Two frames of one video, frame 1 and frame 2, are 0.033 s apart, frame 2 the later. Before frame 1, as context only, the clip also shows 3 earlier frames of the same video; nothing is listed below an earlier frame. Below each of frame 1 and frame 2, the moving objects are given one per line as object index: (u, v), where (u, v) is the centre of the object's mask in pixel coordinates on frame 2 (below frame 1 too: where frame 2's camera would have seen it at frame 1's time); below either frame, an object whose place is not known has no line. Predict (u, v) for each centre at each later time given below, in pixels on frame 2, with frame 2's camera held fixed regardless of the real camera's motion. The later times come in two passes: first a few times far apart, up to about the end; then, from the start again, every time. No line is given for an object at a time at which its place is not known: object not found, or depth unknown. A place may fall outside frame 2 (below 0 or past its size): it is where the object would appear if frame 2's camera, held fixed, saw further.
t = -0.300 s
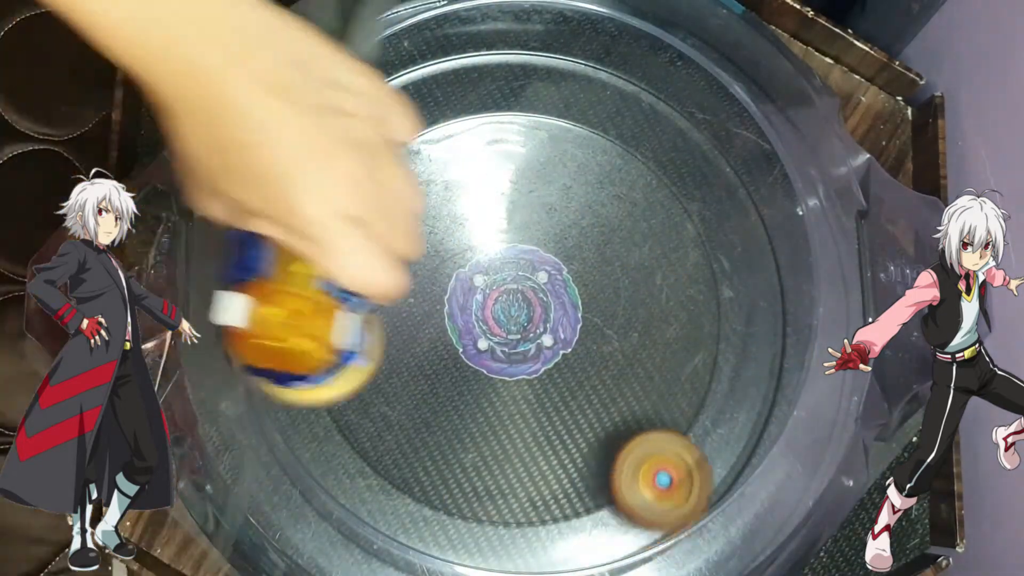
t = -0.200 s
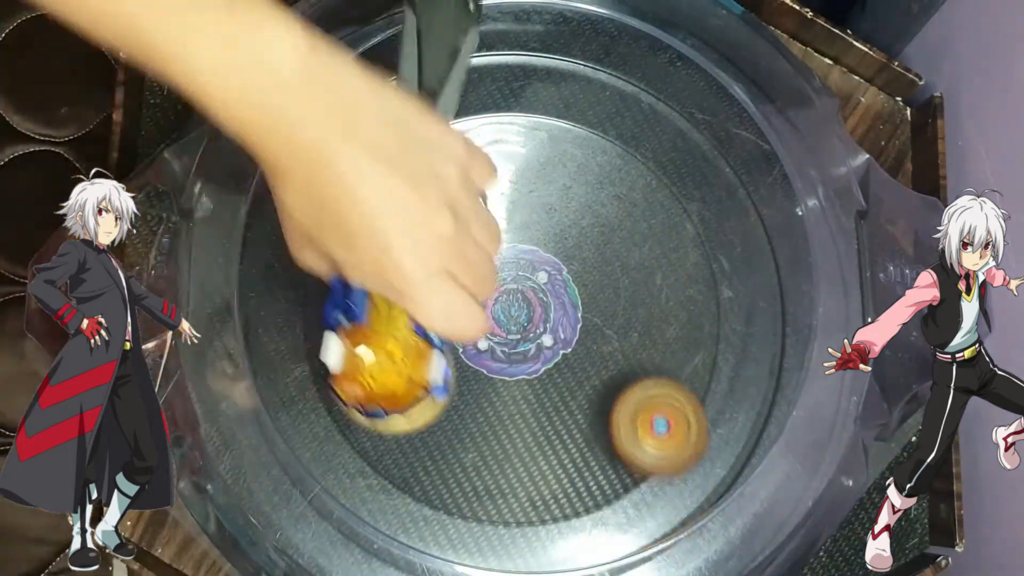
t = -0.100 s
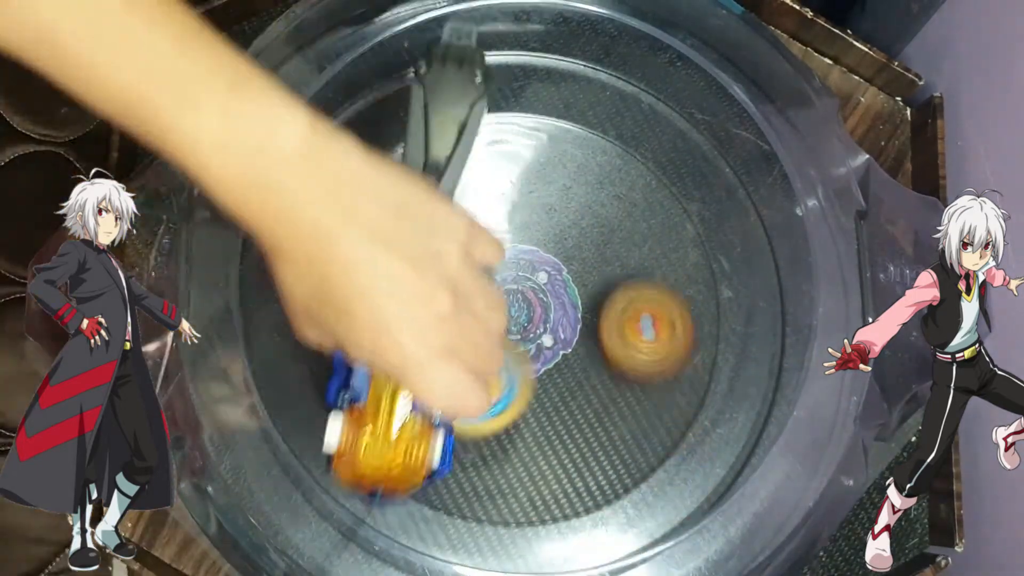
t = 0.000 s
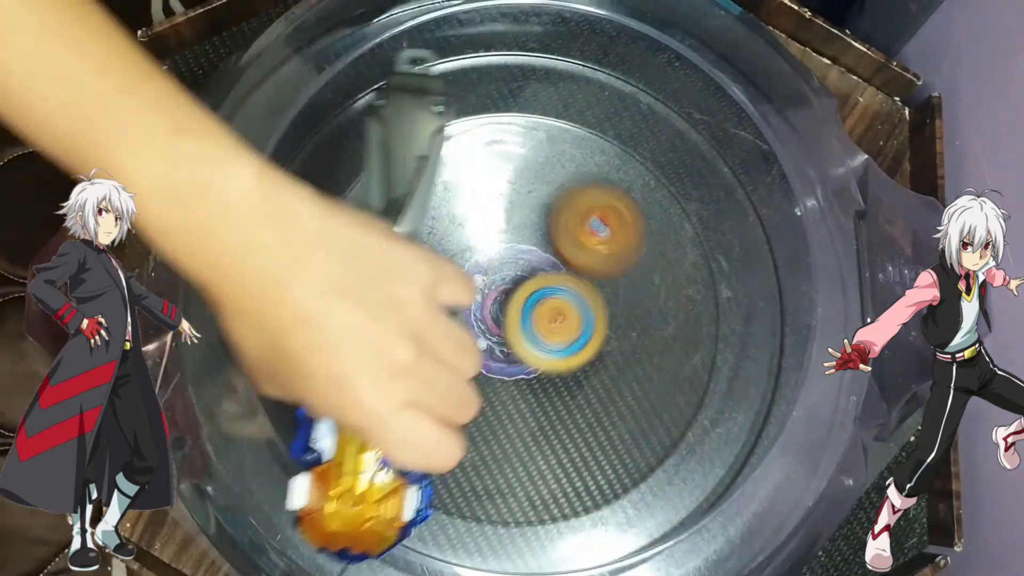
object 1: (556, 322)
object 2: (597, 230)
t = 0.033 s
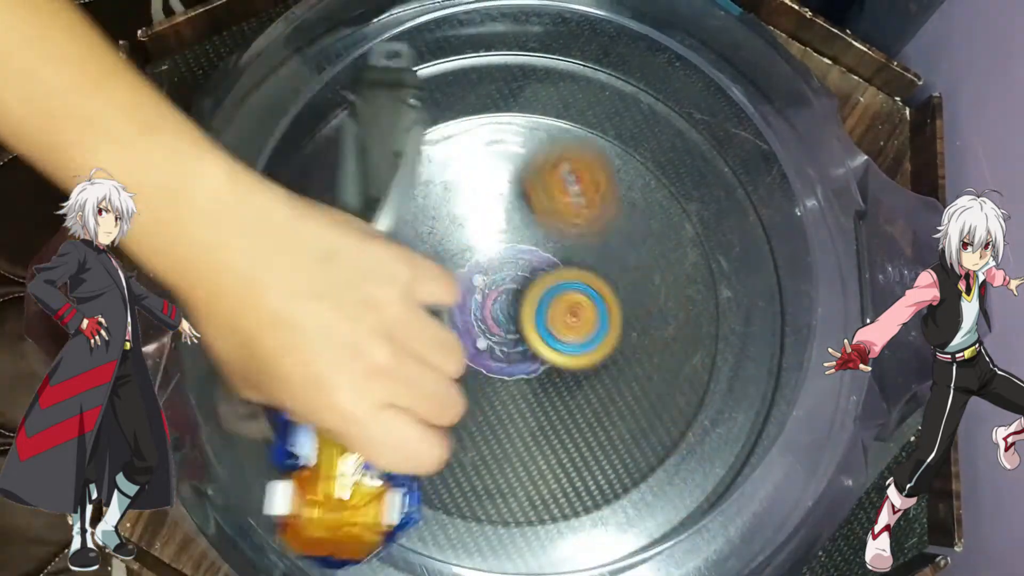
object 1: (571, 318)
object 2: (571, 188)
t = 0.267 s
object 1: (522, 387)
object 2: (348, 83)
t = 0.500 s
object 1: (427, 266)
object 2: (251, 304)
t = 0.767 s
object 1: (646, 224)
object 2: (324, 455)
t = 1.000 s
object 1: (644, 472)
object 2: (434, 507)
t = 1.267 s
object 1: (626, 515)
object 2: (259, 456)
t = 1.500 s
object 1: (687, 512)
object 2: (328, 423)
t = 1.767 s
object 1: (685, 478)
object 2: (445, 400)
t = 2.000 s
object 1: (715, 467)
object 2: (545, 286)
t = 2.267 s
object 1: (730, 418)
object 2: (434, 218)
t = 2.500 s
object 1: (717, 381)
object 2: (431, 316)
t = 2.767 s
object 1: (568, 401)
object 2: (485, 275)
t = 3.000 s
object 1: (420, 362)
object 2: (518, 217)
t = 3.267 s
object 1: (421, 298)
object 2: (587, 93)
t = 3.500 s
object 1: (535, 332)
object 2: (662, 84)
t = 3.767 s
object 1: (541, 343)
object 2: (738, 104)
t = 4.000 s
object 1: (443, 320)
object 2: (771, 153)
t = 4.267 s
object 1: (546, 255)
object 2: (782, 226)
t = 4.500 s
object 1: (567, 384)
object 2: (742, 289)
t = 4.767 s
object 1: (453, 313)
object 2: (640, 317)
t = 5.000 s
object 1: (471, 227)
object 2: (575, 326)
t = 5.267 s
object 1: (559, 274)
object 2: (511, 367)
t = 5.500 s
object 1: (530, 293)
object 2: (487, 483)
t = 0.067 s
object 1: (581, 330)
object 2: (538, 125)
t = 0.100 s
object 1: (585, 342)
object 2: (502, 76)
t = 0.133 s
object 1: (583, 355)
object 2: (466, 45)
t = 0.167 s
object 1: (575, 367)
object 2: (427, 30)
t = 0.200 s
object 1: (562, 377)
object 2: (399, 43)
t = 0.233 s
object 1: (543, 384)
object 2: (373, 63)
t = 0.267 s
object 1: (522, 387)
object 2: (348, 83)
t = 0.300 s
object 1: (499, 383)
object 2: (325, 109)
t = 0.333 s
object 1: (476, 374)
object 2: (306, 143)
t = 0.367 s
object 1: (455, 357)
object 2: (290, 182)
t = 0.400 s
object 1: (438, 337)
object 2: (278, 216)
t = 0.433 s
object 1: (428, 313)
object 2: (267, 249)
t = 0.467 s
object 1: (426, 288)
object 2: (257, 279)
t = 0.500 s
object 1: (427, 266)
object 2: (251, 304)
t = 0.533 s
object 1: (440, 237)
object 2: (247, 333)
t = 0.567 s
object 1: (459, 216)
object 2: (253, 356)
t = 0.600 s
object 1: (485, 197)
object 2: (262, 376)
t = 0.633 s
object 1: (516, 188)
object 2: (272, 395)
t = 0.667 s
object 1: (551, 185)
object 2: (283, 413)
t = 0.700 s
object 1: (584, 189)
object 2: (297, 429)
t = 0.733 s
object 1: (618, 203)
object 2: (311, 442)
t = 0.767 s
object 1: (646, 224)
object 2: (324, 455)
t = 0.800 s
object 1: (670, 253)
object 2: (338, 467)
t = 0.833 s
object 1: (687, 288)
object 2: (359, 472)
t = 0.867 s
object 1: (697, 326)
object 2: (373, 482)
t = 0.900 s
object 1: (697, 366)
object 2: (388, 490)
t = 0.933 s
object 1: (689, 405)
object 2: (402, 496)
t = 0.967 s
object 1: (671, 439)
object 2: (418, 503)
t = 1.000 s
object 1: (644, 472)
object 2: (434, 507)
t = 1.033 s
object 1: (606, 497)
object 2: (454, 508)
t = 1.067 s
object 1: (581, 513)
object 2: (449, 502)
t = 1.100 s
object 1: (590, 515)
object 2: (391, 491)
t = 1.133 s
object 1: (597, 516)
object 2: (335, 490)
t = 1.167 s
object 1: (603, 517)
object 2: (290, 482)
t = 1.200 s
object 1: (611, 516)
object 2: (249, 472)
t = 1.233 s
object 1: (618, 516)
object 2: (246, 464)
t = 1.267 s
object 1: (626, 515)
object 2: (259, 456)
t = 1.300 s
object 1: (634, 512)
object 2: (269, 450)
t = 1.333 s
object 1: (648, 521)
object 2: (280, 444)
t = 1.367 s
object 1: (658, 521)
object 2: (294, 440)
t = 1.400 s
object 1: (669, 522)
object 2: (307, 436)
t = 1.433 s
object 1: (681, 523)
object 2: (316, 431)
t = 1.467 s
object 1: (687, 520)
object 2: (325, 426)
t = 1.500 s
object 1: (687, 512)
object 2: (328, 423)
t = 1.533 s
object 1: (688, 505)
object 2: (332, 419)
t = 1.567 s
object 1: (689, 498)
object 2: (338, 414)
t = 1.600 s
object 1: (689, 492)
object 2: (349, 410)
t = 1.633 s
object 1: (690, 489)
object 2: (365, 408)
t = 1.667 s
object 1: (689, 486)
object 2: (383, 406)
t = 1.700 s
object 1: (684, 478)
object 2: (403, 404)
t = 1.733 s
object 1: (689, 484)
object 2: (424, 403)
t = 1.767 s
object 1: (685, 478)
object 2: (445, 400)
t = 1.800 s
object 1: (687, 477)
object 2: (467, 395)
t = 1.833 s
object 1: (690, 476)
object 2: (489, 387)
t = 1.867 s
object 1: (694, 474)
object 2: (509, 373)
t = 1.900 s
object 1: (702, 477)
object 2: (527, 356)
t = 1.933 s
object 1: (707, 474)
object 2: (539, 334)
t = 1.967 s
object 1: (710, 471)
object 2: (545, 310)
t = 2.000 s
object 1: (715, 467)
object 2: (545, 286)
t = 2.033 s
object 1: (719, 462)
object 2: (539, 262)
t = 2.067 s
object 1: (723, 457)
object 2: (529, 242)
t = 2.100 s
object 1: (726, 451)
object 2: (513, 226)
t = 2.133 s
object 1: (729, 445)
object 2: (497, 214)
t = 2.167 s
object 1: (730, 438)
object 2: (480, 208)
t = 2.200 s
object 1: (731, 432)
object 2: (462, 206)
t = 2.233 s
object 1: (731, 425)
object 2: (447, 210)
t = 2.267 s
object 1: (730, 418)
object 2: (434, 218)
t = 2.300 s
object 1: (731, 412)
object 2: (424, 228)
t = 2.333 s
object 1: (731, 406)
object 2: (416, 241)
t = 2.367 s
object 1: (731, 401)
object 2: (411, 256)
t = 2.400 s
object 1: (729, 396)
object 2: (410, 272)
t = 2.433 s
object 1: (725, 390)
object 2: (413, 287)
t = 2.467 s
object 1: (722, 386)
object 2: (420, 302)
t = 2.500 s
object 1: (717, 381)
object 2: (431, 316)
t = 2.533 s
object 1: (705, 377)
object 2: (445, 329)
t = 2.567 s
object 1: (686, 374)
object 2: (462, 336)
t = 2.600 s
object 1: (661, 373)
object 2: (483, 340)
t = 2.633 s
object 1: (630, 373)
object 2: (505, 337)
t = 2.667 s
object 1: (603, 375)
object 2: (518, 328)
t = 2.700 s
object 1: (596, 386)
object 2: (506, 306)
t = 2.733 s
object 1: (585, 396)
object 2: (493, 289)
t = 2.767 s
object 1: (568, 401)
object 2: (485, 275)
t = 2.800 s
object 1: (547, 402)
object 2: (481, 267)
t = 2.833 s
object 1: (523, 398)
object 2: (482, 262)
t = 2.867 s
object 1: (500, 388)
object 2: (485, 261)
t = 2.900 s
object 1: (477, 371)
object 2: (491, 264)
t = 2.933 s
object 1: (455, 366)
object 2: (500, 255)
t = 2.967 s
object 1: (435, 367)
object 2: (512, 233)
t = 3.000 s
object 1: (420, 362)
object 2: (518, 217)
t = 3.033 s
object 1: (409, 352)
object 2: (521, 207)
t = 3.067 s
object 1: (404, 338)
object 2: (520, 201)
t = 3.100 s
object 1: (404, 320)
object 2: (516, 196)
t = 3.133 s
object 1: (410, 299)
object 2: (512, 192)
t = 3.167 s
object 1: (423, 277)
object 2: (508, 192)
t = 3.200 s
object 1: (428, 270)
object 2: (521, 173)
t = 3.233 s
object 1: (421, 285)
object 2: (558, 129)
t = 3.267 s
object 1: (421, 298)
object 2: (587, 93)
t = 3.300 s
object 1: (427, 311)
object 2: (611, 70)
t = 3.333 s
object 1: (438, 322)
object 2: (634, 47)
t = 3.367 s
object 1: (455, 331)
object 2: (650, 40)
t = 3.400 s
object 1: (474, 336)
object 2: (650, 52)
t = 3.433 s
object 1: (494, 338)
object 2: (652, 66)
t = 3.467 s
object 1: (515, 336)
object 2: (656, 76)
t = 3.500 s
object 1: (535, 332)
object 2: (662, 84)
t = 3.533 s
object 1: (551, 328)
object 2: (668, 90)
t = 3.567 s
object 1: (562, 323)
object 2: (676, 94)
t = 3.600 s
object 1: (570, 322)
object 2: (686, 94)
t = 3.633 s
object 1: (572, 322)
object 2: (699, 95)
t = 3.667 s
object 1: (571, 324)
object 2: (711, 95)
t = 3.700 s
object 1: (564, 328)
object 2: (724, 95)
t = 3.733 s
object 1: (554, 335)
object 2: (735, 97)
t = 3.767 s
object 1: (541, 343)
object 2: (738, 104)
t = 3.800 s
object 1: (526, 352)
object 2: (741, 111)
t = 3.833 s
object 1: (508, 359)
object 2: (746, 117)
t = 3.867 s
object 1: (491, 362)
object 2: (752, 123)
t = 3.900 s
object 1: (473, 359)
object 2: (758, 130)
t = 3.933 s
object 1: (459, 351)
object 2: (764, 138)
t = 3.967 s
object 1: (449, 338)
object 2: (770, 145)
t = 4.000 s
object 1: (443, 320)
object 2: (771, 153)
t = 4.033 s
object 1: (444, 300)
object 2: (771, 160)
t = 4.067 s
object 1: (450, 281)
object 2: (772, 169)
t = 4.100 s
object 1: (462, 265)
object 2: (773, 178)
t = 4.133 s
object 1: (478, 253)
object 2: (774, 187)
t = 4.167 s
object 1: (494, 244)
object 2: (776, 196)
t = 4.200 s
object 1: (511, 243)
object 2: (778, 205)
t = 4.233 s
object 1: (529, 246)
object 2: (780, 215)
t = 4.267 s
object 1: (546, 255)
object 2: (782, 226)
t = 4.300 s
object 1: (563, 268)
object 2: (783, 237)
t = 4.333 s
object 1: (577, 287)
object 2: (783, 248)
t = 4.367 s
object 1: (588, 309)
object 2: (778, 257)
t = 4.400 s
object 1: (592, 333)
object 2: (765, 264)
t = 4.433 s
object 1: (590, 355)
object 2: (756, 271)
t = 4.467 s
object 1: (581, 372)
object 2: (748, 279)
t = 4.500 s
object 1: (567, 384)
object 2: (742, 289)
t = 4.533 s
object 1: (548, 393)
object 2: (736, 299)
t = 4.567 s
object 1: (526, 394)
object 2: (730, 309)
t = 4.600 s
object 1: (505, 392)
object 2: (723, 318)
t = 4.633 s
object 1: (485, 383)
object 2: (712, 325)
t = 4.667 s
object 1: (469, 370)
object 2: (696, 327)
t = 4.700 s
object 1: (457, 352)
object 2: (678, 325)
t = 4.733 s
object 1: (452, 332)
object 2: (659, 322)
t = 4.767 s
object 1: (453, 313)
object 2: (640, 317)
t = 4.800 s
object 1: (460, 295)
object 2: (622, 313)
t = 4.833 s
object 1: (471, 281)
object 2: (602, 308)
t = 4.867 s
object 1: (486, 270)
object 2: (583, 306)
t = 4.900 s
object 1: (483, 255)
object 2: (586, 310)
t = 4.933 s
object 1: (475, 240)
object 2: (588, 317)
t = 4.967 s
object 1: (470, 231)
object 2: (584, 322)
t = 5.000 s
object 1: (471, 227)
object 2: (575, 326)
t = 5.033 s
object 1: (478, 225)
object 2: (563, 330)
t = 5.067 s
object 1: (491, 226)
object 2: (550, 334)
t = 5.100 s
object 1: (507, 230)
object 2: (538, 336)
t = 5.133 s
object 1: (521, 238)
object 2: (528, 338)
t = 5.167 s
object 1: (532, 242)
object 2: (523, 346)
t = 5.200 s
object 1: (542, 249)
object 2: (517, 352)
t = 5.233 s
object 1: (552, 261)
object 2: (514, 357)
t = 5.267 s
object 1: (559, 274)
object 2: (511, 367)
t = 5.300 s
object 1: (561, 284)
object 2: (507, 384)
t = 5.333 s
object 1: (565, 279)
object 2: (496, 416)
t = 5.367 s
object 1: (565, 278)
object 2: (489, 438)
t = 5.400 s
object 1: (559, 281)
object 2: (486, 456)
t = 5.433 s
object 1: (550, 286)
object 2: (485, 469)
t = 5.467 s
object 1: (539, 291)
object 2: (486, 477)
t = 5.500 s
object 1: (530, 293)
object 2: (487, 483)
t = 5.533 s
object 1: (520, 292)
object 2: (489, 485)
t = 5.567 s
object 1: (511, 289)
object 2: (490, 487)
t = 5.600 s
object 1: (505, 282)
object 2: (493, 486)
